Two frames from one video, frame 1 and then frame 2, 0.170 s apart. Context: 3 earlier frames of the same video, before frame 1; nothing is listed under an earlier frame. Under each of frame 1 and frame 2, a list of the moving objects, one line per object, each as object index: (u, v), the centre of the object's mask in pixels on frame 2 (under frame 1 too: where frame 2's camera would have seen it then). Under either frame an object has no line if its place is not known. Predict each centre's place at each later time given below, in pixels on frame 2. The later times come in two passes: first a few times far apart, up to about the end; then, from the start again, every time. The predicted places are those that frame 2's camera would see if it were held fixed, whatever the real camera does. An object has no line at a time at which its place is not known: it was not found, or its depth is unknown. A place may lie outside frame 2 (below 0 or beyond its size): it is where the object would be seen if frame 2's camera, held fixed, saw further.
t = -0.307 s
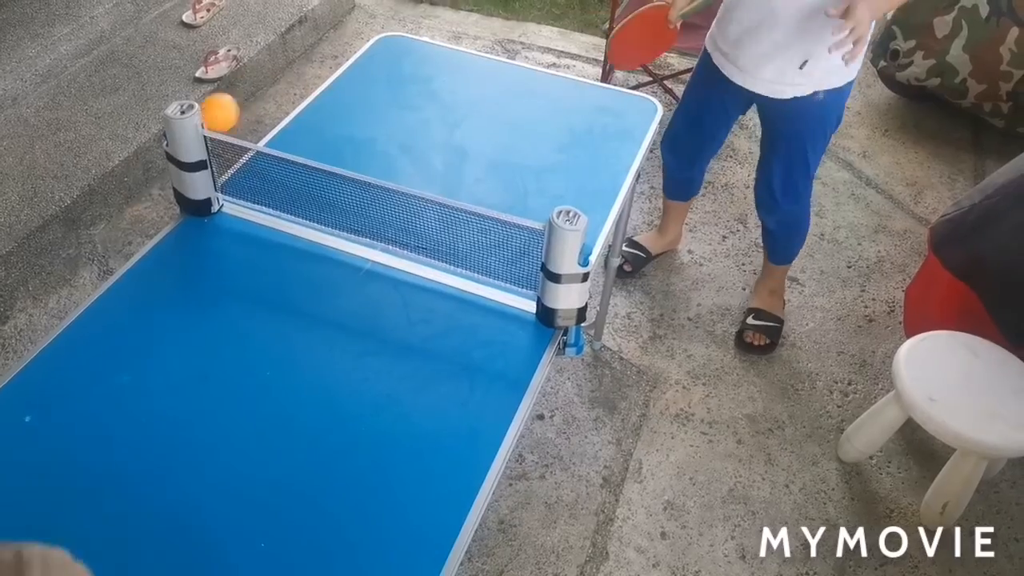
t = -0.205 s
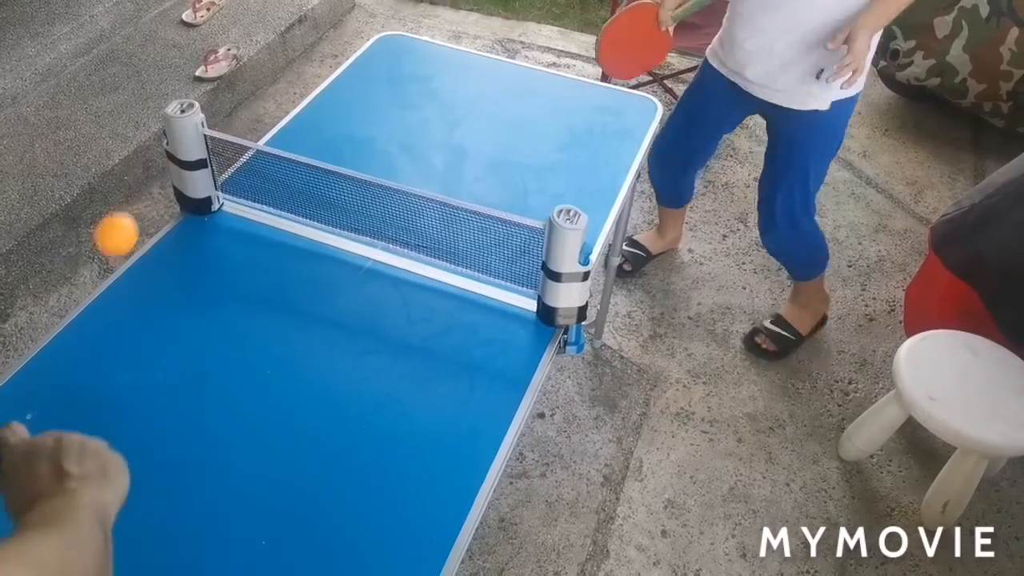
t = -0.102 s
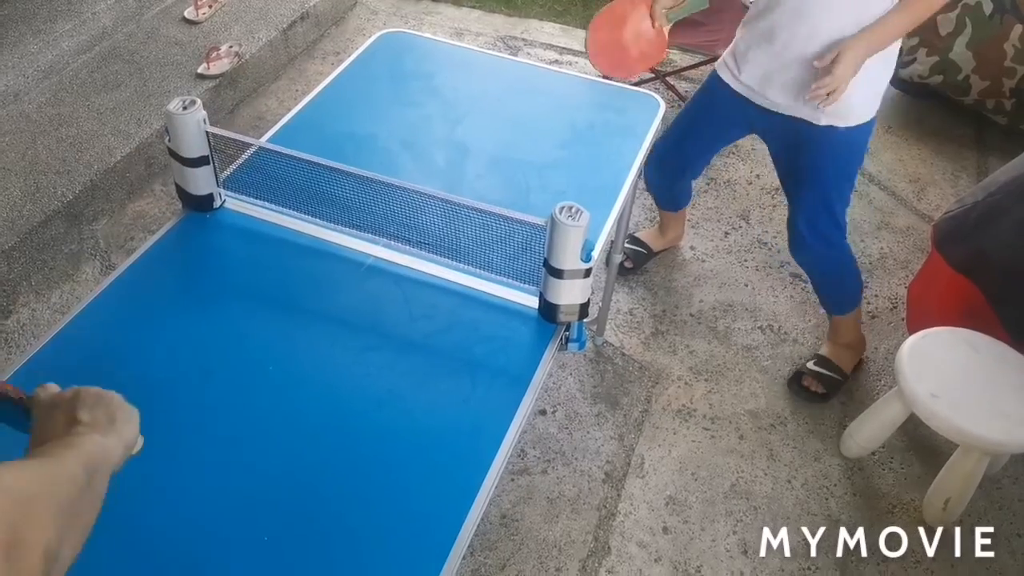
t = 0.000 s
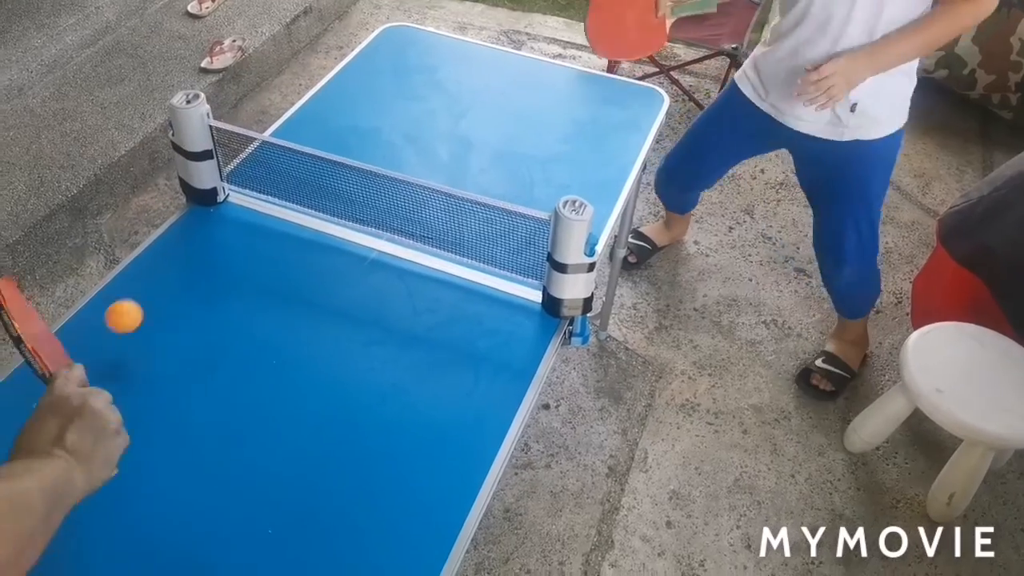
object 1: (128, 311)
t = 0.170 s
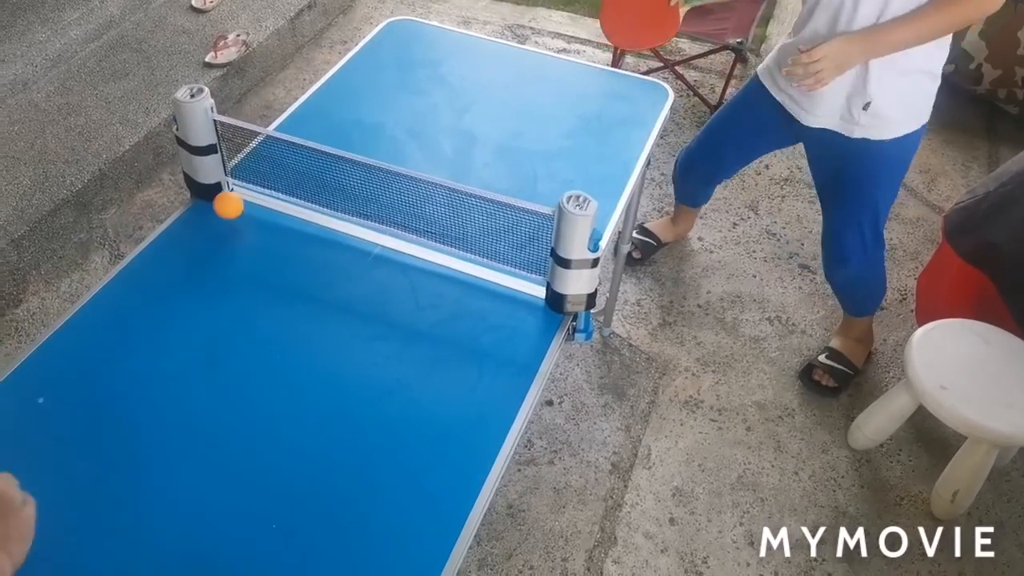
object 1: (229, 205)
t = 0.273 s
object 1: (237, 211)
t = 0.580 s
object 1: (205, 271)
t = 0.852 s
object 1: (179, 327)
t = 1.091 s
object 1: (159, 380)
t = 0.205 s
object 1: (244, 194)
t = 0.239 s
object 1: (240, 201)
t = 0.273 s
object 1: (237, 211)
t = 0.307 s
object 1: (232, 217)
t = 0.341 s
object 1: (229, 225)
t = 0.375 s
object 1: (225, 231)
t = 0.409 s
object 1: (222, 238)
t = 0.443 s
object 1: (219, 244)
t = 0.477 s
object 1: (215, 251)
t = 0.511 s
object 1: (212, 257)
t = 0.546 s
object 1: (209, 264)
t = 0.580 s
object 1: (205, 271)
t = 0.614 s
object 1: (202, 278)
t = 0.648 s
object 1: (198, 284)
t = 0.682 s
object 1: (195, 291)
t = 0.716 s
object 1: (192, 298)
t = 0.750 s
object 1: (189, 306)
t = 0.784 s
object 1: (186, 312)
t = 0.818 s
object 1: (183, 320)
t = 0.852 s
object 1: (179, 327)
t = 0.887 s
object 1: (177, 335)
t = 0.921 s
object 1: (174, 342)
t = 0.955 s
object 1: (170, 349)
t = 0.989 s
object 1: (167, 357)
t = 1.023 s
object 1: (164, 365)
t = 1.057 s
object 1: (161, 373)
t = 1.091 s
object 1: (159, 380)
